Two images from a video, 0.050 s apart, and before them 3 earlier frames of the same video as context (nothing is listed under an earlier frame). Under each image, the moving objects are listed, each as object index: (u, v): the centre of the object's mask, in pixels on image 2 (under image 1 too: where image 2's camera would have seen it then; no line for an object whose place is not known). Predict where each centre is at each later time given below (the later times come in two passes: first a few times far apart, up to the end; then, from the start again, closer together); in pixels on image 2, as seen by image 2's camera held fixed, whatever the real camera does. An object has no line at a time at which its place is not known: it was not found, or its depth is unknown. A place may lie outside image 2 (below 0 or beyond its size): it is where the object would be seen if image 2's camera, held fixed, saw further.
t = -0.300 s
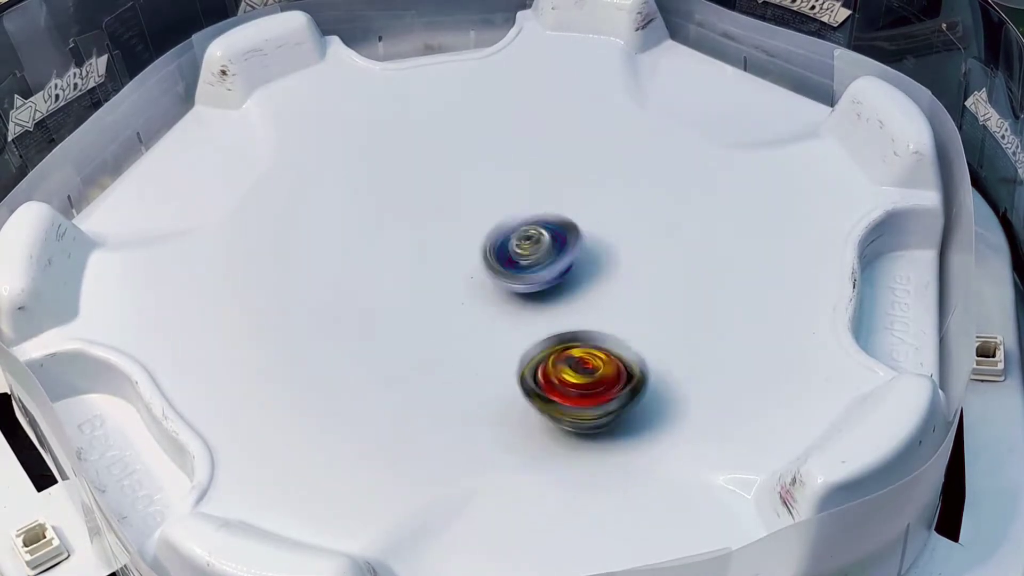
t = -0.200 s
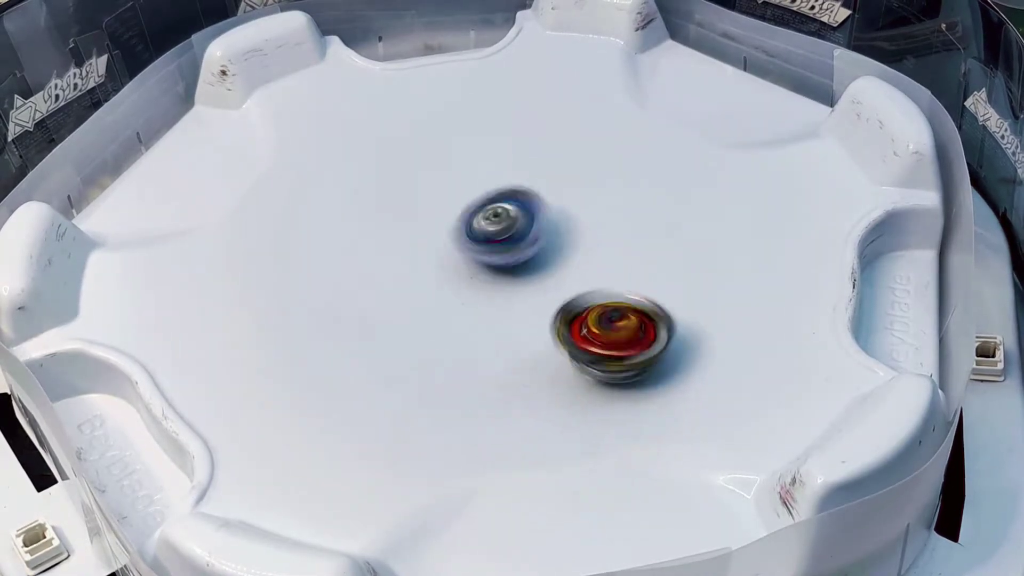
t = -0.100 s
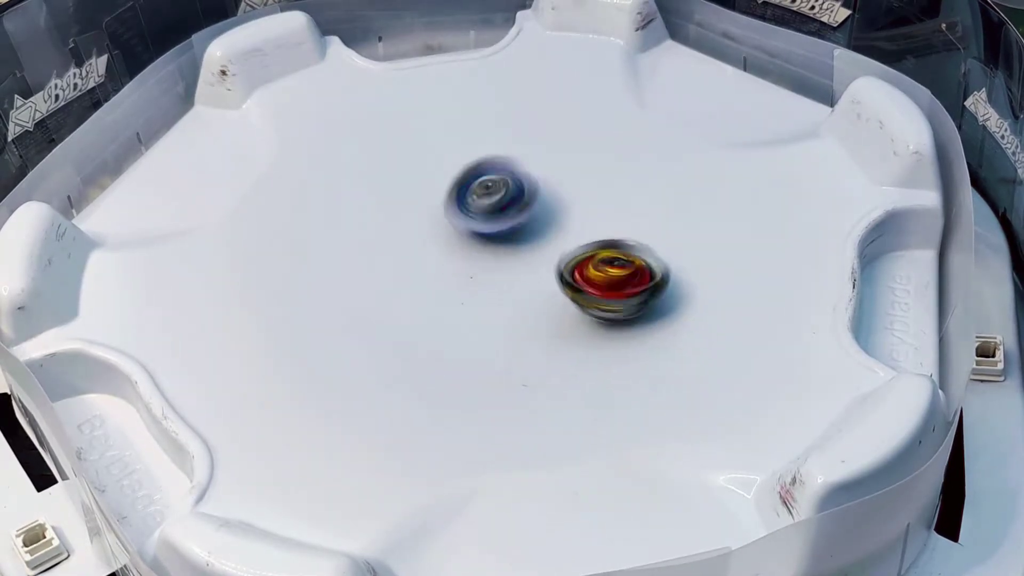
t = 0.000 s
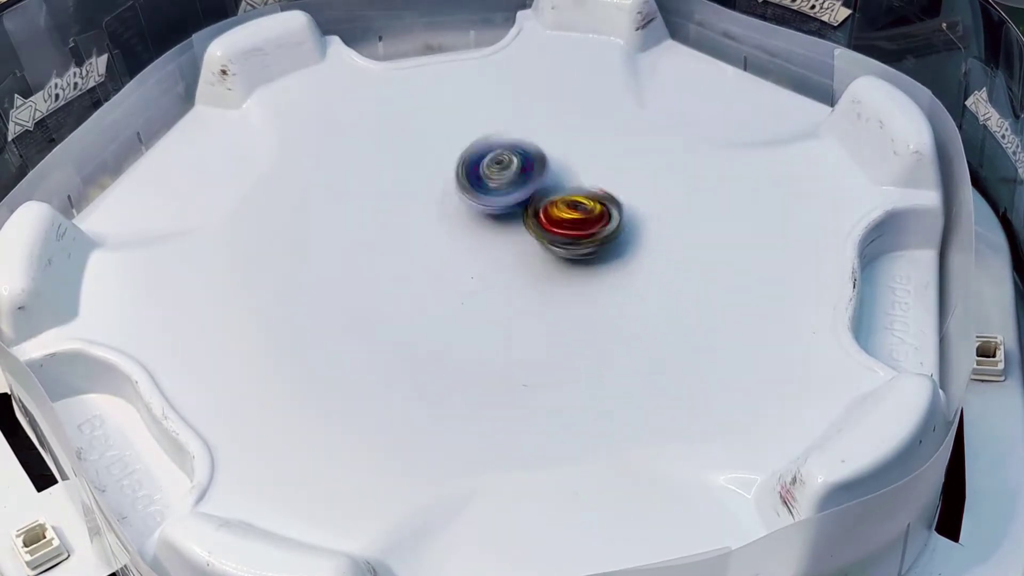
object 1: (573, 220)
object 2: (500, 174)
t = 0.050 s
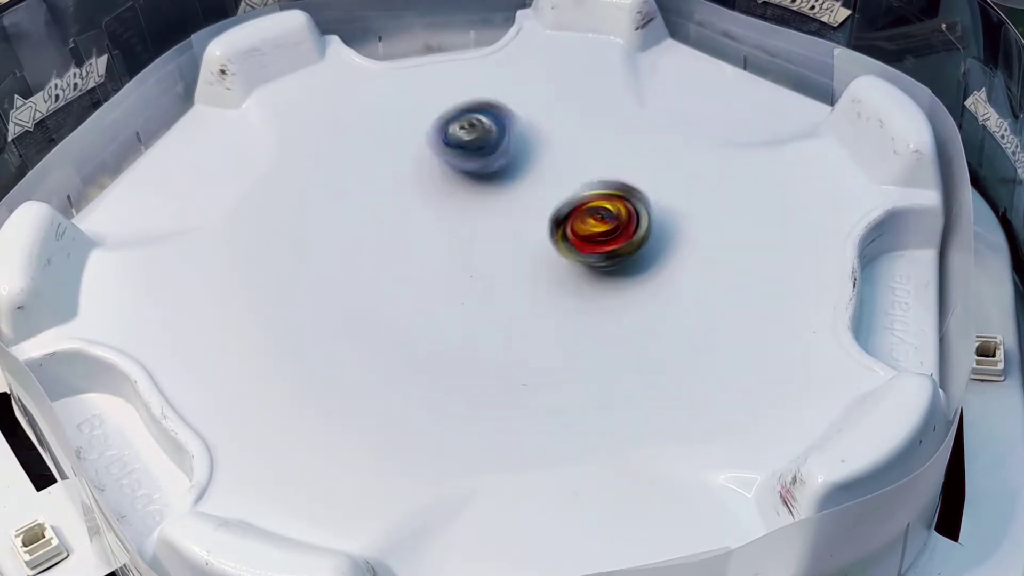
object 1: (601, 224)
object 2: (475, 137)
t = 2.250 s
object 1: (563, 148)
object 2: (550, 297)
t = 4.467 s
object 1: (360, 379)
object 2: (529, 223)
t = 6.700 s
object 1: (594, 198)
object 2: (424, 264)
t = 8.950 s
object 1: (530, 261)
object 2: (457, 195)
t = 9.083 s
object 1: (558, 260)
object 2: (453, 188)
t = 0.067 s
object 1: (616, 234)
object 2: (462, 124)
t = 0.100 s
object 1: (638, 244)
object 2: (440, 103)
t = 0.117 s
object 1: (647, 247)
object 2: (431, 95)
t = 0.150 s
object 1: (662, 256)
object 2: (421, 82)
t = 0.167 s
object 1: (668, 258)
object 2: (417, 75)
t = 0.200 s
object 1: (676, 262)
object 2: (411, 65)
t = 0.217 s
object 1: (681, 263)
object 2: (408, 62)
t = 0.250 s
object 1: (687, 262)
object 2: (408, 55)
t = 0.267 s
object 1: (691, 261)
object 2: (410, 52)
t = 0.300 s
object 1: (696, 258)
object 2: (413, 44)
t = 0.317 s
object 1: (700, 255)
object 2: (416, 44)
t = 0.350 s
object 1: (706, 252)
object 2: (419, 51)
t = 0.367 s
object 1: (709, 249)
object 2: (423, 55)
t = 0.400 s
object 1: (714, 246)
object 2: (431, 59)
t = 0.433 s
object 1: (716, 242)
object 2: (434, 64)
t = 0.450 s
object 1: (715, 240)
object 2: (434, 67)
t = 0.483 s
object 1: (712, 238)
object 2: (437, 76)
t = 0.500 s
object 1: (709, 236)
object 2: (439, 80)
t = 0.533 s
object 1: (700, 234)
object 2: (442, 86)
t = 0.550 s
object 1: (694, 234)
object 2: (442, 89)
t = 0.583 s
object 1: (682, 232)
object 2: (440, 98)
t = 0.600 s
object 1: (674, 232)
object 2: (440, 104)
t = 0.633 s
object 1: (657, 232)
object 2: (444, 116)
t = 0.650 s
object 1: (647, 233)
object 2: (446, 121)
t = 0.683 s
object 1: (628, 234)
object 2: (447, 131)
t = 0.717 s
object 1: (608, 235)
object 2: (447, 144)
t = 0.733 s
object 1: (597, 236)
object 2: (447, 152)
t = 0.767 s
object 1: (572, 239)
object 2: (452, 169)
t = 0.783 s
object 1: (560, 241)
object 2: (453, 176)
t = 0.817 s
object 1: (536, 245)
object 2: (453, 188)
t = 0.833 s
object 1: (524, 247)
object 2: (452, 196)
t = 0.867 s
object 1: (515, 262)
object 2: (436, 198)
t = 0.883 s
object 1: (511, 268)
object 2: (428, 200)
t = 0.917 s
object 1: (502, 281)
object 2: (417, 205)
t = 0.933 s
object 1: (496, 286)
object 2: (412, 207)
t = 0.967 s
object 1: (485, 296)
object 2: (400, 209)
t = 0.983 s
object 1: (480, 301)
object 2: (393, 212)
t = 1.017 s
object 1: (472, 308)
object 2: (379, 215)
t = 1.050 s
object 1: (465, 316)
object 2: (368, 220)
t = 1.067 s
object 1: (463, 319)
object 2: (363, 223)
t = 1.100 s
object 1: (459, 326)
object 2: (356, 227)
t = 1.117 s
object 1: (457, 329)
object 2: (353, 227)
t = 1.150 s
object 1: (454, 336)
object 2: (345, 228)
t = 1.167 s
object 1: (454, 340)
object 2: (340, 229)
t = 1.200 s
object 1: (454, 346)
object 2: (330, 231)
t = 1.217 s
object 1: (453, 349)
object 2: (326, 232)
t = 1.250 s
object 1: (457, 354)
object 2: (320, 236)
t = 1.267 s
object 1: (458, 356)
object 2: (320, 238)
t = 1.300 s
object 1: (463, 360)
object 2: (320, 242)
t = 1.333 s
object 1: (468, 360)
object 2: (322, 244)
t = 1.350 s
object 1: (471, 360)
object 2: (323, 245)
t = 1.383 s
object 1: (478, 355)
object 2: (327, 248)
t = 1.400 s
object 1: (481, 353)
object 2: (330, 249)
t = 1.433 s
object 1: (488, 347)
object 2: (335, 252)
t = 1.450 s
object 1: (489, 343)
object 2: (339, 253)
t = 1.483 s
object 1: (493, 336)
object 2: (350, 257)
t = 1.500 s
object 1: (493, 331)
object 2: (355, 260)
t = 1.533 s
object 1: (492, 322)
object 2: (368, 265)
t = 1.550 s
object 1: (493, 317)
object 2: (376, 269)
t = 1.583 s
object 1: (490, 307)
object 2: (390, 274)
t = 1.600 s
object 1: (499, 304)
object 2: (391, 275)
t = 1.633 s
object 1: (541, 300)
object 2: (373, 266)
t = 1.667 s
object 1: (579, 293)
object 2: (362, 259)
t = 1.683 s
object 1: (597, 291)
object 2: (361, 257)
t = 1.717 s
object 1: (628, 281)
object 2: (362, 253)
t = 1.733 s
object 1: (637, 274)
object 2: (364, 252)
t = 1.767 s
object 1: (655, 263)
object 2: (371, 250)
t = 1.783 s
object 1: (662, 257)
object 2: (377, 250)
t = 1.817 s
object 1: (670, 243)
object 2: (390, 249)
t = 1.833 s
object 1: (672, 234)
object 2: (397, 250)
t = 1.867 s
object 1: (674, 221)
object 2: (413, 250)
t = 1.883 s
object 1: (674, 213)
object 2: (421, 251)
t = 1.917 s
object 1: (670, 200)
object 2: (438, 252)
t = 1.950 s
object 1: (665, 189)
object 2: (454, 255)
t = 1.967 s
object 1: (662, 184)
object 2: (462, 257)
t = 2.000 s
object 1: (656, 175)
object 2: (477, 260)
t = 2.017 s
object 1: (650, 171)
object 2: (485, 262)
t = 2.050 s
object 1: (642, 164)
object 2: (498, 266)
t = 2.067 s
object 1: (638, 161)
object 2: (503, 269)
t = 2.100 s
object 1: (627, 156)
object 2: (513, 274)
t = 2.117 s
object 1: (622, 153)
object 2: (518, 276)
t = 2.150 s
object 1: (609, 150)
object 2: (528, 281)
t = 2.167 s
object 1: (602, 149)
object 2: (532, 284)
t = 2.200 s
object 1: (588, 147)
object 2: (540, 289)
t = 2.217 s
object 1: (579, 147)
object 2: (544, 291)
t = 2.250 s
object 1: (563, 148)
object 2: (550, 297)
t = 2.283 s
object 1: (546, 151)
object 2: (555, 302)
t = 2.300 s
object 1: (537, 154)
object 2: (557, 305)
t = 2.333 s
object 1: (518, 163)
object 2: (559, 310)
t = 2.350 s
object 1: (508, 167)
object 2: (560, 312)
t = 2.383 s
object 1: (487, 179)
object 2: (559, 316)
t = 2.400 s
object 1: (475, 185)
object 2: (558, 319)
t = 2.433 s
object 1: (457, 196)
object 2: (553, 321)
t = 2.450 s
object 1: (448, 202)
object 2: (550, 322)
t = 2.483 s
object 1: (434, 214)
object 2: (544, 322)
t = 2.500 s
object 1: (427, 219)
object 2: (539, 323)
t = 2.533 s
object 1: (417, 233)
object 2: (530, 321)
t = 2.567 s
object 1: (410, 245)
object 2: (522, 317)
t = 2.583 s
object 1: (407, 252)
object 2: (519, 315)
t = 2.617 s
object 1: (404, 265)
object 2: (511, 309)
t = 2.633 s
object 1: (404, 271)
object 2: (507, 307)
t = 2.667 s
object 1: (404, 282)
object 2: (502, 298)
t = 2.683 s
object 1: (393, 285)
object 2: (509, 293)
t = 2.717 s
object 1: (374, 288)
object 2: (521, 283)
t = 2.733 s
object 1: (368, 289)
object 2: (527, 276)
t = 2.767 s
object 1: (355, 297)
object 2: (535, 268)
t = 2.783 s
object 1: (350, 300)
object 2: (537, 264)
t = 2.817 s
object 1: (342, 304)
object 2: (541, 256)
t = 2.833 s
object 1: (338, 308)
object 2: (543, 252)
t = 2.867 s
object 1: (335, 312)
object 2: (549, 244)
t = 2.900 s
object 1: (332, 317)
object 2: (557, 236)
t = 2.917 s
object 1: (330, 319)
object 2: (560, 231)
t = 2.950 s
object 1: (328, 323)
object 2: (569, 225)
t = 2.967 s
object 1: (328, 325)
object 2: (572, 222)
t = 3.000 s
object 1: (327, 329)
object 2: (575, 216)
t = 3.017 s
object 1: (328, 330)
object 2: (577, 213)
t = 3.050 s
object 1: (332, 334)
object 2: (583, 206)
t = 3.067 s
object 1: (336, 336)
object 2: (587, 201)
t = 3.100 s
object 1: (345, 337)
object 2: (596, 197)
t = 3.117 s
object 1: (351, 337)
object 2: (598, 196)
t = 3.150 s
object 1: (364, 337)
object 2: (600, 196)
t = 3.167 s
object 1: (370, 335)
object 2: (600, 196)
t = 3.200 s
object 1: (385, 333)
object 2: (599, 195)
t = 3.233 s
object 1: (401, 329)
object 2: (598, 196)
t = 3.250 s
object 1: (407, 326)
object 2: (598, 197)
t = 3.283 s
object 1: (424, 320)
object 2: (594, 202)
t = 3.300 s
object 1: (431, 315)
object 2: (589, 206)
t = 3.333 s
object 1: (448, 306)
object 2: (578, 211)
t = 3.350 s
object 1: (455, 301)
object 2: (572, 211)
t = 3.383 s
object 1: (469, 290)
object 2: (563, 212)
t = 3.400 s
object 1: (475, 283)
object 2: (559, 214)
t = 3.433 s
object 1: (481, 272)
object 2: (551, 215)
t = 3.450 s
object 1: (475, 274)
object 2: (549, 210)
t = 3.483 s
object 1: (461, 277)
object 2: (542, 195)
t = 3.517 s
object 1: (451, 280)
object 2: (543, 187)
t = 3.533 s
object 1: (449, 280)
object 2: (541, 186)
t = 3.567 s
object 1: (442, 281)
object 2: (535, 180)
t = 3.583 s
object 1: (441, 282)
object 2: (535, 176)
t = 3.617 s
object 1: (436, 285)
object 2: (538, 169)
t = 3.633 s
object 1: (436, 284)
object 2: (540, 167)
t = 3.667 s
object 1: (434, 287)
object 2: (537, 164)
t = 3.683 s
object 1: (434, 287)
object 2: (536, 161)
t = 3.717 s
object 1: (435, 287)
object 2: (541, 157)
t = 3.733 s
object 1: (437, 287)
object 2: (542, 158)
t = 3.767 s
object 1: (438, 287)
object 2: (539, 159)
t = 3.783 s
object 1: (440, 286)
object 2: (540, 157)
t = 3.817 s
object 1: (443, 285)
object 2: (543, 160)
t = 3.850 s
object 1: (449, 282)
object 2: (543, 168)
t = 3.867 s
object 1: (451, 280)
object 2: (541, 170)
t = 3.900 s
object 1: (457, 277)
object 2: (543, 176)
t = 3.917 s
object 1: (457, 274)
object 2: (545, 181)
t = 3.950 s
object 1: (462, 270)
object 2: (540, 193)
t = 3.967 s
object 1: (463, 268)
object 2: (535, 196)
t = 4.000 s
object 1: (467, 262)
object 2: (533, 204)
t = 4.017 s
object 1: (459, 265)
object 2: (535, 205)
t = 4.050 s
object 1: (445, 272)
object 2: (539, 204)
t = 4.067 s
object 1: (439, 275)
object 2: (539, 202)
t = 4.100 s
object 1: (430, 279)
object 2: (544, 206)
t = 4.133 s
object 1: (424, 284)
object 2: (541, 216)
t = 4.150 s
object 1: (422, 286)
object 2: (536, 219)
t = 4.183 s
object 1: (419, 291)
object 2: (535, 226)
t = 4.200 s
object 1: (418, 293)
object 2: (535, 232)
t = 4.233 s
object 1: (418, 297)
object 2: (524, 242)
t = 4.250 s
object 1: (418, 300)
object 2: (519, 244)
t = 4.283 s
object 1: (422, 304)
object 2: (517, 251)
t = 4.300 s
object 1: (424, 305)
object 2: (513, 256)
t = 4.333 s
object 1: (418, 315)
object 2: (504, 253)
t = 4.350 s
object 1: (408, 325)
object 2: (513, 247)
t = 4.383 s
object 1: (387, 347)
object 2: (519, 237)
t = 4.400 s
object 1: (380, 353)
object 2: (522, 231)
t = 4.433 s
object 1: (367, 370)
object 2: (525, 227)
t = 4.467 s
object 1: (360, 379)
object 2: (529, 223)
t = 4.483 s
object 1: (355, 386)
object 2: (530, 225)
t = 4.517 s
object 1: (350, 394)
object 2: (530, 222)
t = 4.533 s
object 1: (346, 399)
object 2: (532, 224)
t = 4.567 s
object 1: (340, 402)
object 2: (529, 224)
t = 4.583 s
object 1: (338, 406)
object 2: (532, 225)
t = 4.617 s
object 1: (332, 410)
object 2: (527, 228)
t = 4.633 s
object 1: (329, 412)
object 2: (530, 227)
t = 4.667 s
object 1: (324, 414)
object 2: (524, 231)
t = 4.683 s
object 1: (321, 415)
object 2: (525, 230)
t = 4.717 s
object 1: (315, 416)
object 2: (520, 236)
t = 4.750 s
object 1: (313, 414)
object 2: (517, 235)
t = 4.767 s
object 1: (313, 413)
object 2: (514, 240)
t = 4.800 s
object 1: (314, 409)
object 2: (508, 239)
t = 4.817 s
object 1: (314, 407)
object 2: (505, 243)
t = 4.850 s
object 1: (320, 400)
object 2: (498, 242)
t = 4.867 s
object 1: (322, 397)
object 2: (497, 245)
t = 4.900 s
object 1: (328, 391)
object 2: (487, 244)
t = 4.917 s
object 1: (331, 387)
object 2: (488, 245)
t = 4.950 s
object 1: (342, 378)
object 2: (476, 244)
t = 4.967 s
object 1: (347, 376)
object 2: (478, 245)
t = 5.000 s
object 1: (357, 366)
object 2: (467, 245)
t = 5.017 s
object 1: (364, 361)
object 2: (470, 244)
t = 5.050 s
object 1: (379, 351)
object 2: (460, 243)
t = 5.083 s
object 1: (395, 340)
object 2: (461, 243)
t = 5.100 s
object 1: (404, 333)
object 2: (455, 243)
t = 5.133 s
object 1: (421, 319)
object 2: (457, 241)
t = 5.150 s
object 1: (431, 312)
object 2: (453, 239)
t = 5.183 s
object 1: (444, 302)
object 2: (454, 234)
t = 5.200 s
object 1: (450, 302)
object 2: (450, 227)
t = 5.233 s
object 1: (470, 303)
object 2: (451, 216)
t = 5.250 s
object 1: (478, 302)
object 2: (449, 208)
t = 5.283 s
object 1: (492, 302)
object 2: (451, 202)
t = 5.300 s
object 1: (497, 300)
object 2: (455, 196)
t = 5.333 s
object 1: (508, 296)
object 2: (458, 194)
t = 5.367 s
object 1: (517, 291)
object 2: (465, 193)
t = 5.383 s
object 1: (521, 289)
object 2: (468, 189)
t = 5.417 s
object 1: (530, 283)
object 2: (472, 190)
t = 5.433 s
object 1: (532, 281)
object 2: (480, 189)
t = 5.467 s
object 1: (539, 275)
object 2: (483, 192)
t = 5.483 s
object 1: (542, 272)
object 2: (491, 194)
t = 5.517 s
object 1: (547, 267)
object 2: (496, 198)
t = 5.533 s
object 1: (549, 263)
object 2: (499, 201)
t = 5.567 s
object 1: (559, 265)
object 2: (499, 199)
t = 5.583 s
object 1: (568, 265)
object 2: (494, 198)
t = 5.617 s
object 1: (583, 270)
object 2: (494, 197)
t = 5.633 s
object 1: (593, 271)
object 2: (491, 195)
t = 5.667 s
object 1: (606, 271)
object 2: (490, 197)
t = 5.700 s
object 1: (614, 269)
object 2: (489, 202)
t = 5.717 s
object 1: (618, 268)
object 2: (489, 201)
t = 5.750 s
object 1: (626, 264)
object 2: (484, 206)
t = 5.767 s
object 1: (629, 263)
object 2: (487, 211)
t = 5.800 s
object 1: (634, 260)
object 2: (483, 215)
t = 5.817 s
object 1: (636, 258)
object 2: (479, 219)
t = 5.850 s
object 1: (637, 254)
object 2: (476, 224)
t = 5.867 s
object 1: (637, 252)
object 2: (471, 223)
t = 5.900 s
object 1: (633, 249)
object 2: (466, 230)
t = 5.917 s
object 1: (630, 248)
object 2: (468, 231)
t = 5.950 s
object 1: (622, 246)
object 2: (463, 235)
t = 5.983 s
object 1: (613, 245)
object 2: (457, 240)
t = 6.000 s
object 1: (608, 244)
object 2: (459, 244)
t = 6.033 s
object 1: (596, 243)
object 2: (455, 247)
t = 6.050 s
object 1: (590, 243)
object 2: (448, 249)
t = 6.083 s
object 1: (576, 244)
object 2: (447, 254)
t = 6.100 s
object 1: (568, 245)
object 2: (444, 253)
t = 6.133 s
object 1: (552, 245)
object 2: (441, 259)
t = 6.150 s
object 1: (544, 246)
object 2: (446, 261)
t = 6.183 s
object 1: (550, 243)
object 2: (426, 262)
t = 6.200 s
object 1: (560, 238)
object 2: (410, 266)
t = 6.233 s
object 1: (579, 224)
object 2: (387, 269)
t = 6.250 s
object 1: (592, 224)
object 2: (379, 268)
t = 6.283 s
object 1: (605, 214)
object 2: (366, 270)
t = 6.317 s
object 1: (613, 207)
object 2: (359, 268)
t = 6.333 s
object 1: (616, 203)
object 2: (360, 270)
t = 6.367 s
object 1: (621, 197)
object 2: (357, 269)
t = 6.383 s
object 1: (623, 195)
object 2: (352, 267)
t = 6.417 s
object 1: (625, 192)
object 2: (353, 266)
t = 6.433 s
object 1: (628, 191)
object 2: (360, 266)
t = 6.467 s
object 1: (630, 188)
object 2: (364, 264)
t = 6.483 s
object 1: (631, 187)
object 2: (365, 266)
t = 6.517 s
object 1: (631, 185)
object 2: (375, 265)
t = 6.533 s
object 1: (630, 184)
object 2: (380, 264)
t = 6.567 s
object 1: (625, 185)
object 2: (389, 264)
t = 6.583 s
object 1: (622, 187)
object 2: (394, 266)
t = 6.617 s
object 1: (616, 189)
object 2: (402, 265)
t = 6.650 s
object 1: (608, 191)
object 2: (413, 265)
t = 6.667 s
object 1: (605, 193)
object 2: (415, 265)
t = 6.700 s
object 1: (594, 198)
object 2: (424, 264)
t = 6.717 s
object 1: (588, 200)
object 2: (433, 262)
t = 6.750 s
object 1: (575, 207)
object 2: (443, 261)
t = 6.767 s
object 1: (569, 210)
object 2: (442, 262)
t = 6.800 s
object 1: (554, 217)
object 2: (452, 259)
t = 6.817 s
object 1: (547, 220)
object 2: (460, 257)
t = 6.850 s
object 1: (553, 214)
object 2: (448, 261)
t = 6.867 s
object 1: (560, 211)
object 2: (439, 265)
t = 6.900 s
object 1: (561, 206)
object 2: (432, 267)
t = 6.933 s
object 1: (558, 205)
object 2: (431, 267)
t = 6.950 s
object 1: (559, 204)
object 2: (436, 264)
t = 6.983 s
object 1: (556, 204)
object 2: (440, 261)
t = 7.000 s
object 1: (555, 204)
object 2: (439, 259)
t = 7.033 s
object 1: (553, 205)
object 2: (445, 255)
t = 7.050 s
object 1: (551, 206)
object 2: (449, 253)
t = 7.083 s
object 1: (549, 207)
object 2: (453, 249)
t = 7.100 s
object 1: (546, 208)
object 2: (455, 245)
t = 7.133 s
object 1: (552, 205)
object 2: (453, 245)
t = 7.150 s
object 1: (555, 203)
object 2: (447, 247)
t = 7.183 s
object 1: (558, 200)
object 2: (448, 244)
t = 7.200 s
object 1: (560, 200)
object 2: (453, 242)
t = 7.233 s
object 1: (561, 200)
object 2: (455, 239)
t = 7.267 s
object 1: (564, 199)
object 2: (457, 235)
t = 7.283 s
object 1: (565, 200)
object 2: (463, 231)
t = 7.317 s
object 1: (567, 200)
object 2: (467, 229)
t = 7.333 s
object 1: (568, 201)
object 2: (465, 227)
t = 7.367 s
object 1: (574, 201)
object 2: (468, 225)
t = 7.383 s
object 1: (576, 200)
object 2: (466, 228)
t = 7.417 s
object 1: (579, 199)
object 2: (465, 226)
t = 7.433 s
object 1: (581, 200)
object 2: (469, 226)
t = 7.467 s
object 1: (584, 200)
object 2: (469, 227)
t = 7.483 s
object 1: (584, 201)
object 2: (474, 225)
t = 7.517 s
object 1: (584, 203)
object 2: (473, 227)
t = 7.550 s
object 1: (582, 205)
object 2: (475, 230)
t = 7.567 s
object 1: (581, 207)
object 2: (478, 229)
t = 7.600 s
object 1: (580, 211)
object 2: (479, 233)
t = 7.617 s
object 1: (579, 212)
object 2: (474, 234)
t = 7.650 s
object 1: (578, 216)
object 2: (474, 237)
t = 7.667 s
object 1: (577, 219)
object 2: (468, 239)
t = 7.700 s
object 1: (576, 223)
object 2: (465, 240)
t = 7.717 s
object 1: (574, 226)
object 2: (466, 244)
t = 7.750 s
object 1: (571, 232)
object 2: (461, 246)
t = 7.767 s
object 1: (569, 234)
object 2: (462, 245)
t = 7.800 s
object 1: (567, 240)
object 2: (460, 249)
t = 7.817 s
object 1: (569, 243)
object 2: (449, 248)
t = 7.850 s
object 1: (571, 249)
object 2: (443, 249)
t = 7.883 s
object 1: (568, 255)
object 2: (438, 250)
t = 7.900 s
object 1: (567, 258)
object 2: (432, 250)
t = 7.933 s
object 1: (563, 263)
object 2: (427, 251)
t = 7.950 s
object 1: (561, 266)
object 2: (425, 254)
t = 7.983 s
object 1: (554, 272)
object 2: (419, 253)
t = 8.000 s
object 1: (551, 274)
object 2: (421, 254)
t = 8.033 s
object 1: (543, 279)
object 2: (415, 257)
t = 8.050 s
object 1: (539, 281)
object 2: (413, 255)
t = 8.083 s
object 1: (530, 284)
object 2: (413, 257)
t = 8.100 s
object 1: (525, 286)
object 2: (407, 259)
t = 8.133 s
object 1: (515, 289)
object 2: (411, 260)
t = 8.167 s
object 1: (512, 291)
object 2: (407, 259)
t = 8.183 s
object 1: (509, 292)
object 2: (404, 261)
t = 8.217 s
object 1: (504, 294)
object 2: (403, 260)
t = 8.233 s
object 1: (501, 294)
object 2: (405, 261)
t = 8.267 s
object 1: (500, 296)
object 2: (402, 258)
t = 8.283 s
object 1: (501, 300)
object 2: (401, 254)
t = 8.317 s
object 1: (503, 303)
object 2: (399, 252)
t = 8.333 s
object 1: (504, 304)
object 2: (399, 247)
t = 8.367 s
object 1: (506, 306)
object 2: (400, 245)
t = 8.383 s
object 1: (506, 307)
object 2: (397, 242)
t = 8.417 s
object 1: (507, 307)
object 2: (402, 238)
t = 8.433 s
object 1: (507, 308)
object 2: (401, 239)
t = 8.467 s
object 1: (508, 307)
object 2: (405, 235)
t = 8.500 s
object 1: (508, 306)
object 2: (413, 231)
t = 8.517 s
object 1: (507, 305)
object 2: (414, 232)
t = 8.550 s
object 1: (506, 302)
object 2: (418, 230)
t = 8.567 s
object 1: (507, 301)
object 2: (425, 228)
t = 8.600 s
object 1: (504, 297)
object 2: (430, 227)
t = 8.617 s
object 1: (503, 295)
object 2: (436, 225)
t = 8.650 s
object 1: (502, 290)
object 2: (441, 224)
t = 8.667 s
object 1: (502, 288)
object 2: (442, 223)
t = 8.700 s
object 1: (499, 282)
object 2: (451, 220)
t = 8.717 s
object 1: (499, 280)
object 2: (449, 220)
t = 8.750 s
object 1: (502, 277)
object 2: (454, 215)
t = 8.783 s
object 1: (505, 274)
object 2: (458, 209)
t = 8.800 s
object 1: (504, 271)
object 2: (457, 210)
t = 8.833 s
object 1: (505, 266)
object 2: (463, 203)
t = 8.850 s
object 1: (508, 265)
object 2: (461, 204)
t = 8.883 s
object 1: (511, 260)
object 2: (463, 199)
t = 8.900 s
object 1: (514, 262)
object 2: (462, 200)
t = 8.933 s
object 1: (522, 262)
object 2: (456, 192)
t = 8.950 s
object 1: (530, 261)
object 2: (457, 195)
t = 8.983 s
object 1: (538, 261)
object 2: (454, 190)
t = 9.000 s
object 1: (540, 262)
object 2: (456, 193)
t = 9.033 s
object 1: (546, 261)
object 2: (454, 189)
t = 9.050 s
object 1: (551, 260)
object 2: (456, 190)
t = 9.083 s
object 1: (558, 260)
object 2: (453, 188)
